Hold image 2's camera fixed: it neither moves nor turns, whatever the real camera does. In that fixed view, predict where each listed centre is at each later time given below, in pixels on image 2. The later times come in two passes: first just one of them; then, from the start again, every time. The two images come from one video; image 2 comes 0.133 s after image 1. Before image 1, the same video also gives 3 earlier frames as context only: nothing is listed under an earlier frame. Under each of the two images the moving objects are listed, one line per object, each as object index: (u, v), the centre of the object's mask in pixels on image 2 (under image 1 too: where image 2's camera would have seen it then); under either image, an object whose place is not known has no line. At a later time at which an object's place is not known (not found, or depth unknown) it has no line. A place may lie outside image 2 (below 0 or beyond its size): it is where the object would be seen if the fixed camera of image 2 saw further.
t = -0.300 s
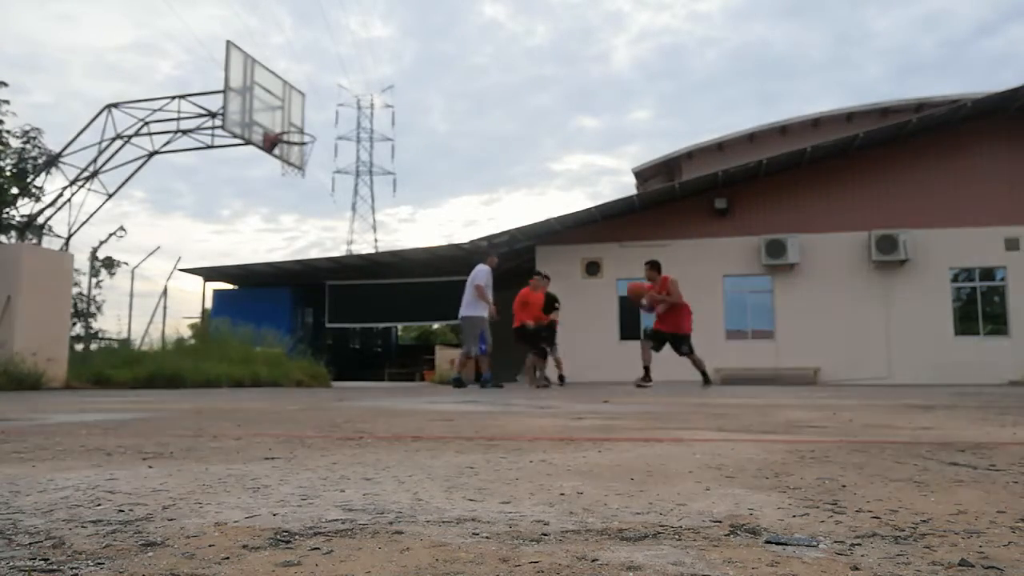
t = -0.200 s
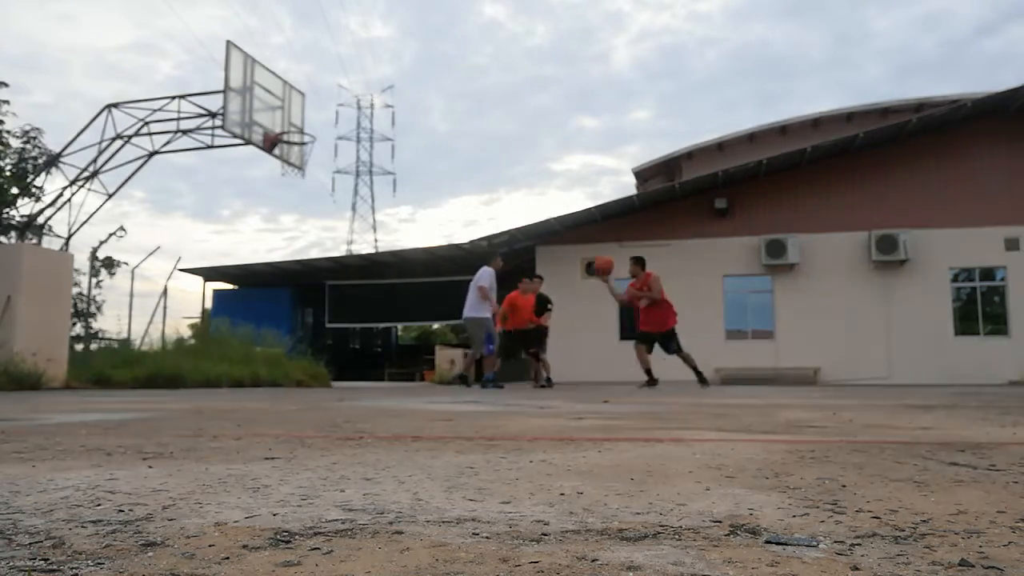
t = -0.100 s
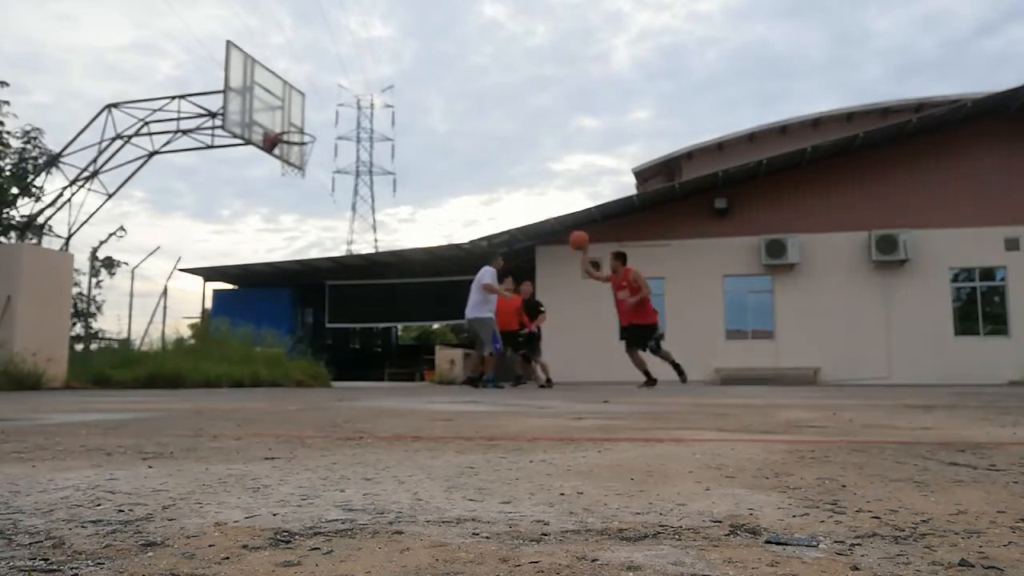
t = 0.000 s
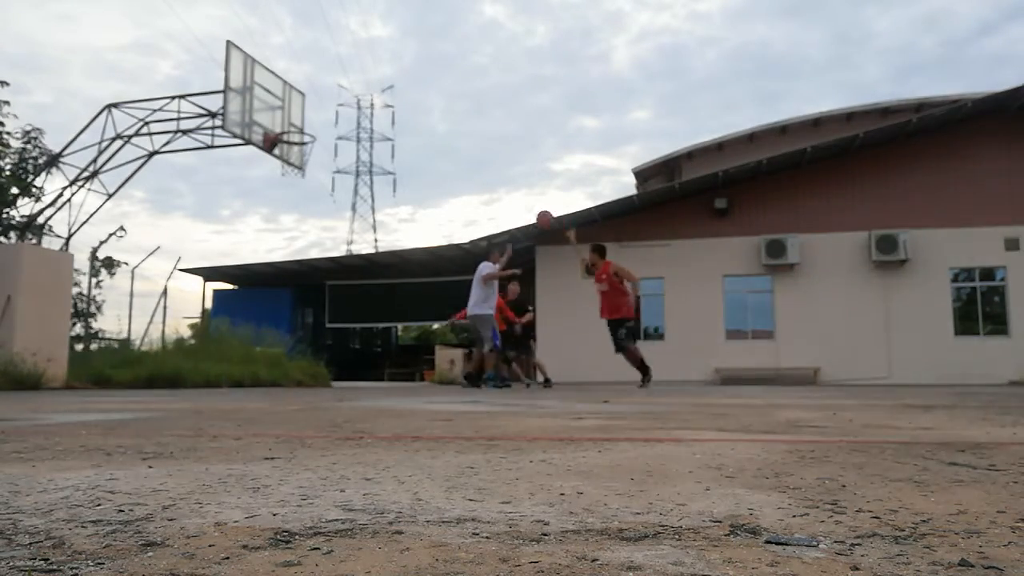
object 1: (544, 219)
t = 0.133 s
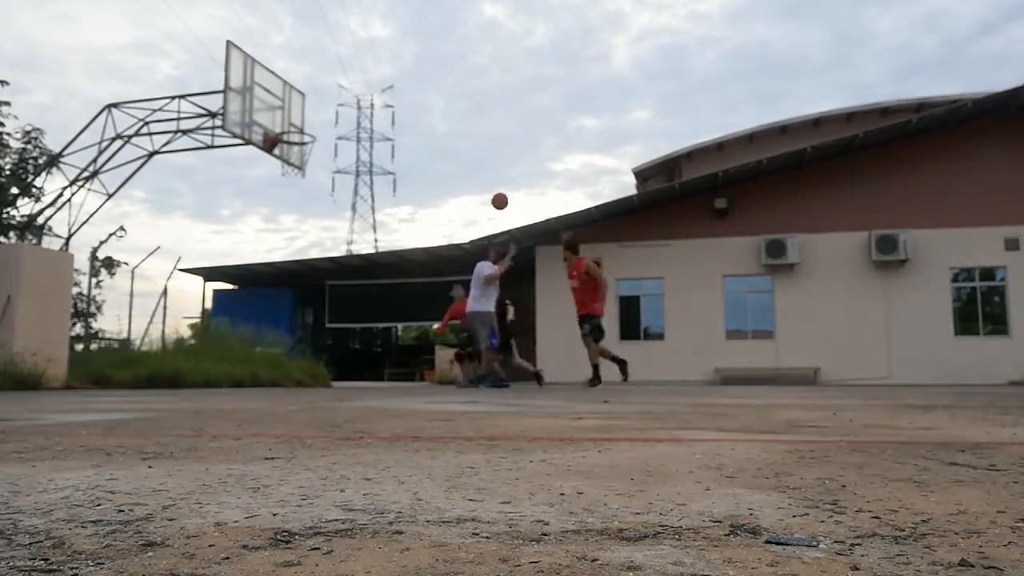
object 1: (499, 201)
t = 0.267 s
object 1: (457, 198)
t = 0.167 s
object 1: (489, 199)
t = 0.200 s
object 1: (479, 198)
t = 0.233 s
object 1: (468, 197)
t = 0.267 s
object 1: (457, 198)
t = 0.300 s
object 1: (446, 199)
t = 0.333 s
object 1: (436, 201)
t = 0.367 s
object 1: (426, 204)
